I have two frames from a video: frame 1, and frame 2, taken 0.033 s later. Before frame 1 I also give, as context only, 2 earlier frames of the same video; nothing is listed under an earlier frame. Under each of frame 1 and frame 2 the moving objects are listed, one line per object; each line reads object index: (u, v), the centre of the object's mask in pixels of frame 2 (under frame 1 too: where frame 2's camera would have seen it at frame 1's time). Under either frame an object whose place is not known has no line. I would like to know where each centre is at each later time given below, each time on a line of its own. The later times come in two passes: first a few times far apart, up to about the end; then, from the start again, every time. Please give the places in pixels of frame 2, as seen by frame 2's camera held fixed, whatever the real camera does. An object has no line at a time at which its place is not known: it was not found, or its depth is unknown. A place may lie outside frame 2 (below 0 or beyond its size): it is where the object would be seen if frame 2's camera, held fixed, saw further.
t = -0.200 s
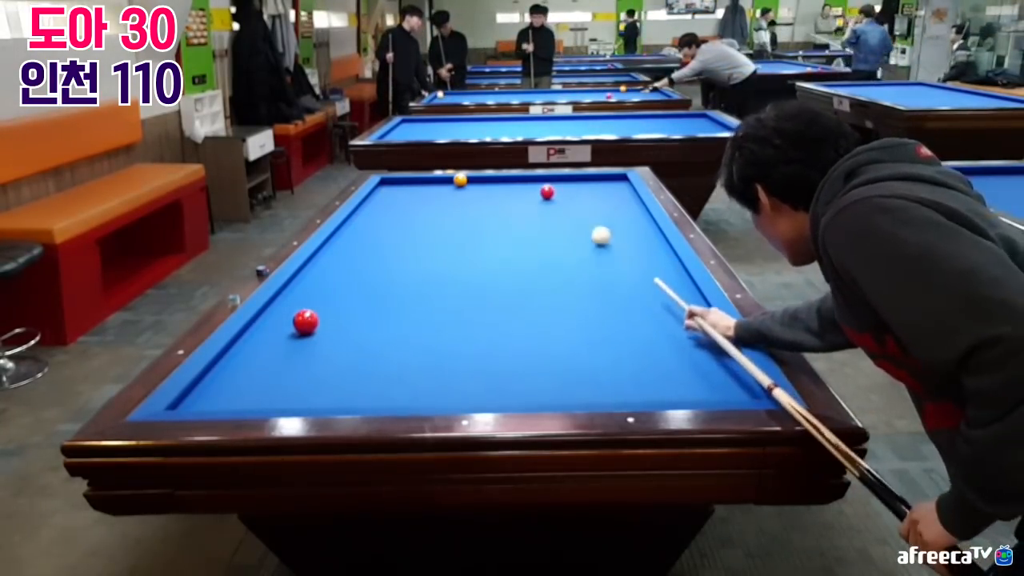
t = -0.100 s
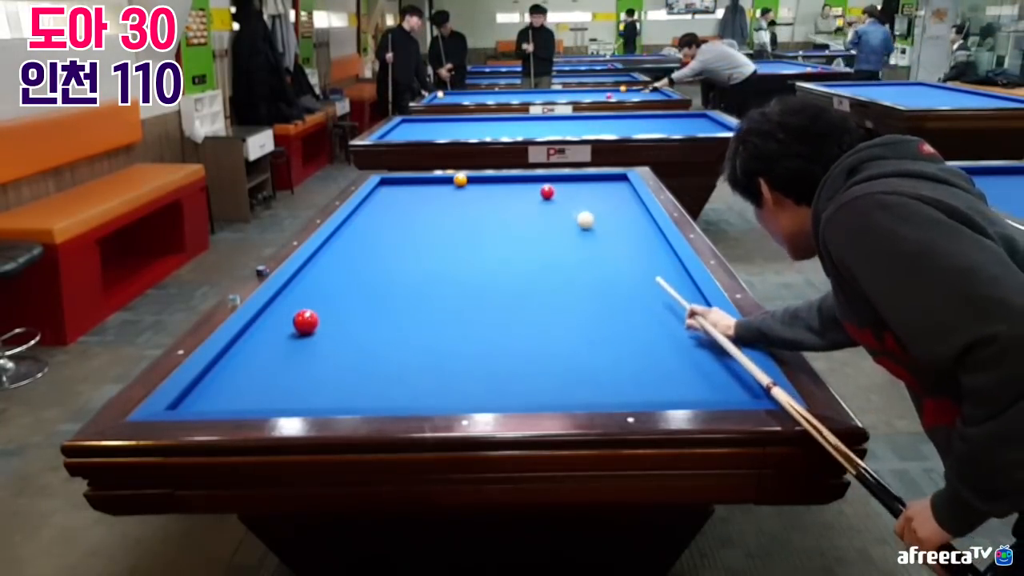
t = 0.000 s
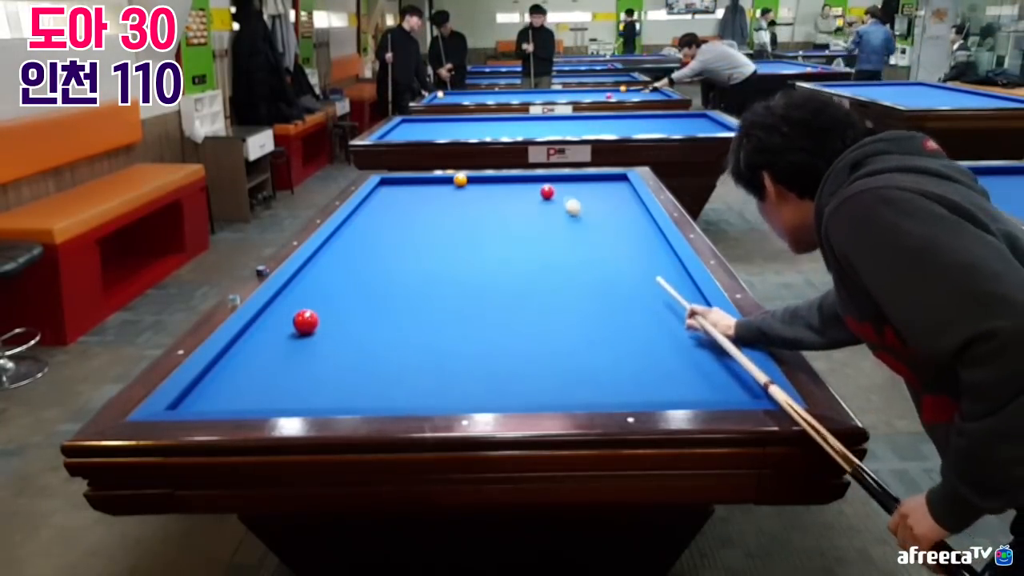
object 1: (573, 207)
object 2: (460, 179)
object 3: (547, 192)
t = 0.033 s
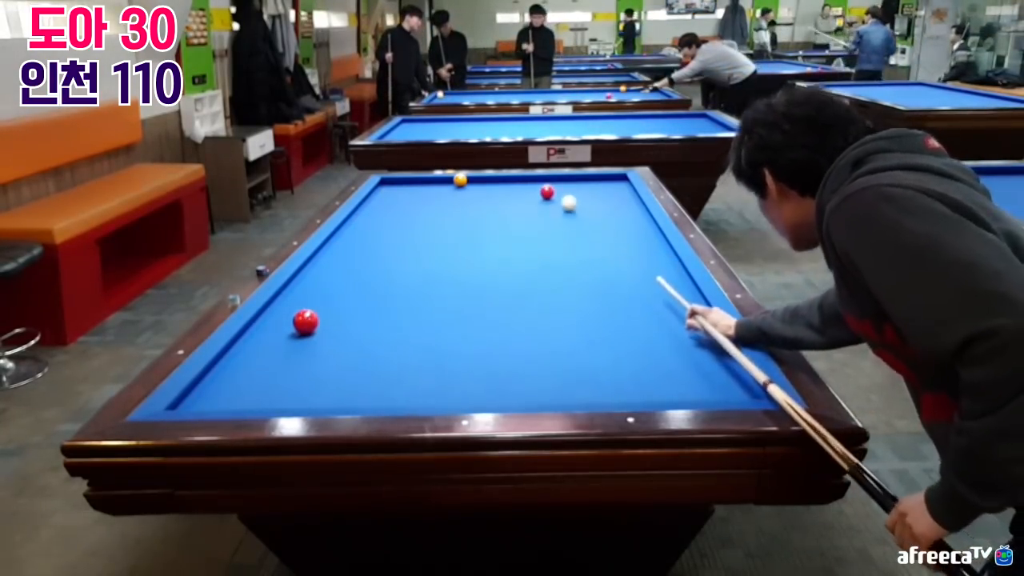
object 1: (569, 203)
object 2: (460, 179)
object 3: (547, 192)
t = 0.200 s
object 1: (573, 188)
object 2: (460, 179)
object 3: (526, 189)
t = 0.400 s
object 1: (595, 176)
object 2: (460, 179)
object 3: (485, 183)
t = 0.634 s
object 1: (620, 186)
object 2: (439, 178)
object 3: (470, 180)
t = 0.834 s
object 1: (624, 193)
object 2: (420, 181)
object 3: (467, 179)
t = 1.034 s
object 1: (618, 200)
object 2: (402, 183)
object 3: (465, 180)
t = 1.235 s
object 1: (610, 209)
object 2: (383, 186)
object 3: (462, 181)
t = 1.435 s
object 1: (602, 218)
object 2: (391, 187)
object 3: (460, 183)
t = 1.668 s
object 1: (592, 230)
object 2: (402, 190)
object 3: (458, 184)
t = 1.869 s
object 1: (583, 241)
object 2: (411, 191)
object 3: (456, 185)
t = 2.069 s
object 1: (573, 252)
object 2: (421, 193)
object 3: (454, 186)
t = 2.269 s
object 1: (562, 265)
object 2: (429, 195)
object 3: (452, 186)
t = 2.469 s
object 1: (551, 278)
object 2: (438, 197)
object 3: (451, 187)
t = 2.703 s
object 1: (534, 298)
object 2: (449, 199)
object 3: (449, 186)
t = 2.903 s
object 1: (519, 315)
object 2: (458, 200)
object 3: (447, 189)
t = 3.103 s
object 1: (502, 335)
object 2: (467, 202)
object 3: (446, 190)
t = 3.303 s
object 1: (485, 356)
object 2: (476, 204)
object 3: (445, 190)
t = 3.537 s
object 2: (486, 206)
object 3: (443, 191)
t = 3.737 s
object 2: (495, 207)
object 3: (443, 191)
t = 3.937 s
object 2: (503, 209)
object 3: (442, 192)
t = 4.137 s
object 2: (512, 210)
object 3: (442, 192)
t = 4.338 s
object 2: (520, 212)
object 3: (442, 192)
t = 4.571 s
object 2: (530, 214)
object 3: (442, 192)
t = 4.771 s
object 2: (538, 215)
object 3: (442, 192)
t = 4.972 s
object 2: (545, 216)
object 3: (442, 192)
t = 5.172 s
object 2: (552, 217)
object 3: (442, 192)
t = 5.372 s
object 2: (560, 219)
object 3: (442, 192)
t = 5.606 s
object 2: (569, 221)
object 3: (442, 192)
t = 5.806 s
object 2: (575, 222)
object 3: (442, 192)
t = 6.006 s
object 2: (582, 223)
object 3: (442, 192)
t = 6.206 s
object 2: (588, 224)
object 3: (442, 192)
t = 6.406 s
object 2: (594, 225)
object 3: (442, 192)
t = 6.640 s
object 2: (600, 226)
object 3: (442, 192)
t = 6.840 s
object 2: (606, 228)
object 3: (442, 192)
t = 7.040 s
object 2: (610, 228)
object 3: (442, 192)
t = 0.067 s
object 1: (564, 199)
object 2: (460, 179)
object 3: (547, 192)
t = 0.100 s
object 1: (562, 196)
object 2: (460, 179)
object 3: (546, 192)
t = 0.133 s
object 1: (561, 193)
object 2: (460, 179)
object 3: (544, 191)
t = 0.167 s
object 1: (568, 189)
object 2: (460, 179)
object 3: (534, 190)
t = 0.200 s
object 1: (573, 188)
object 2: (460, 179)
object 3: (526, 189)
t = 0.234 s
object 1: (578, 186)
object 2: (460, 179)
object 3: (517, 188)
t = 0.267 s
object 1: (583, 183)
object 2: (460, 179)
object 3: (509, 186)
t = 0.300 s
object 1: (585, 182)
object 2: (460, 179)
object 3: (504, 186)
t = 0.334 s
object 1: (589, 180)
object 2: (460, 179)
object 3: (497, 185)
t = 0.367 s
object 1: (592, 178)
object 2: (460, 179)
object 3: (490, 184)
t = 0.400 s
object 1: (595, 176)
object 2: (460, 179)
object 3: (485, 183)
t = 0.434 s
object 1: (598, 177)
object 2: (460, 179)
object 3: (481, 182)
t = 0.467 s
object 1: (602, 179)
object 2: (459, 179)
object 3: (474, 182)
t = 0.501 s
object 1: (605, 180)
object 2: (457, 179)
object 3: (472, 181)
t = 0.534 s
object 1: (609, 182)
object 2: (452, 178)
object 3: (472, 180)
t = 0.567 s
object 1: (612, 183)
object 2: (448, 178)
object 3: (472, 180)
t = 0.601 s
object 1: (615, 184)
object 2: (443, 178)
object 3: (471, 180)
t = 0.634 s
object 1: (620, 186)
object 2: (439, 178)
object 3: (470, 180)
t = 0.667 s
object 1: (623, 187)
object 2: (436, 179)
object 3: (469, 180)
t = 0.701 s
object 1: (626, 188)
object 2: (434, 179)
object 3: (469, 179)
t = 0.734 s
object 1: (627, 189)
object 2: (430, 180)
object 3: (468, 179)
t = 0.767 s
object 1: (626, 191)
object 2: (426, 180)
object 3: (467, 179)
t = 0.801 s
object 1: (625, 192)
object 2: (424, 181)
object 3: (467, 179)
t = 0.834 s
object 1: (624, 193)
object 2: (420, 181)
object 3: (467, 179)
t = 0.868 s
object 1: (623, 194)
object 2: (416, 181)
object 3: (467, 180)
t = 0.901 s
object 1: (622, 195)
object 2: (414, 182)
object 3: (466, 180)
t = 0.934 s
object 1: (621, 197)
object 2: (410, 182)
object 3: (466, 179)
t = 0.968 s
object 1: (619, 198)
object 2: (407, 182)
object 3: (466, 180)
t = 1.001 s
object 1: (619, 199)
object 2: (404, 183)
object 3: (465, 180)
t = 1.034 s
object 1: (618, 200)
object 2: (402, 183)
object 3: (465, 180)
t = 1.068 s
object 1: (616, 202)
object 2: (398, 183)
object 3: (464, 180)
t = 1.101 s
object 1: (615, 203)
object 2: (395, 184)
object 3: (464, 181)
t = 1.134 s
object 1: (614, 205)
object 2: (391, 184)
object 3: (464, 181)
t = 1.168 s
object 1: (612, 206)
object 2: (388, 185)
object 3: (463, 181)
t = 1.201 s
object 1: (611, 208)
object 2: (385, 185)
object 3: (463, 181)
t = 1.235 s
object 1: (610, 209)
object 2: (383, 186)
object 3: (462, 181)
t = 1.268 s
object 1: (608, 211)
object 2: (383, 186)
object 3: (462, 182)
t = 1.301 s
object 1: (608, 211)
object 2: (384, 186)
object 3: (462, 182)
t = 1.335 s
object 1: (605, 214)
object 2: (387, 186)
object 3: (461, 182)
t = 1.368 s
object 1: (604, 215)
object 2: (388, 187)
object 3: (461, 182)
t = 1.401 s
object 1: (604, 216)
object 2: (389, 187)
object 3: (461, 182)
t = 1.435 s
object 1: (602, 218)
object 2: (391, 187)
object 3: (460, 183)
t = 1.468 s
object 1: (601, 219)
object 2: (392, 187)
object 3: (460, 183)
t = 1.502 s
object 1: (599, 221)
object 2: (394, 188)
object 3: (460, 183)
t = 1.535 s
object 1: (598, 223)
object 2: (395, 188)
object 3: (459, 183)
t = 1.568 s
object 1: (597, 224)
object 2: (397, 188)
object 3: (459, 183)
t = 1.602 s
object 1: (596, 226)
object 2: (398, 189)
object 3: (458, 183)
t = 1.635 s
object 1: (594, 228)
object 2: (400, 189)
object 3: (458, 184)
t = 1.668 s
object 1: (592, 230)
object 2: (402, 190)
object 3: (458, 184)
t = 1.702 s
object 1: (591, 231)
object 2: (403, 190)
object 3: (457, 184)
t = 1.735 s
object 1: (589, 233)
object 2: (405, 190)
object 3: (457, 184)
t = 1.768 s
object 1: (588, 235)
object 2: (406, 190)
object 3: (457, 184)
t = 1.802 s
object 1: (586, 237)
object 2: (408, 191)
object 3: (456, 184)
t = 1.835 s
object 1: (585, 238)
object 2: (409, 191)
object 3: (456, 185)
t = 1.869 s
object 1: (583, 241)
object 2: (411, 191)
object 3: (456, 185)
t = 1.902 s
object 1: (581, 242)
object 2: (413, 191)
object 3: (455, 185)
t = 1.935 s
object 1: (580, 244)
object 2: (414, 192)
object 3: (455, 185)
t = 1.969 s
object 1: (578, 246)
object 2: (416, 192)
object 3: (455, 185)
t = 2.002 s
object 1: (577, 247)
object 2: (417, 192)
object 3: (454, 185)
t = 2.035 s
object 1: (575, 250)
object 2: (419, 193)
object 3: (454, 186)
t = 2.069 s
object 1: (573, 252)
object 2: (421, 193)
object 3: (454, 186)
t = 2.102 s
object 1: (571, 254)
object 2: (422, 193)
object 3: (453, 186)
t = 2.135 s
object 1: (570, 255)
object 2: (423, 193)
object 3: (453, 186)
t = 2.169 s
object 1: (568, 258)
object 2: (425, 194)
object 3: (453, 186)
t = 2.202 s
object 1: (566, 261)
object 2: (427, 194)
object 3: (453, 186)
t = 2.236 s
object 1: (564, 262)
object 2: (428, 194)
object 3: (452, 186)
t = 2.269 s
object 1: (562, 265)
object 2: (429, 195)
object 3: (452, 186)
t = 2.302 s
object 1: (560, 267)
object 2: (431, 195)
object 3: (452, 187)
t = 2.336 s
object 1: (558, 269)
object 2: (432, 195)
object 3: (451, 187)
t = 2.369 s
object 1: (556, 272)
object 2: (434, 196)
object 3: (451, 187)
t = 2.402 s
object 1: (554, 274)
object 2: (436, 196)
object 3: (451, 187)
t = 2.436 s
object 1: (552, 276)
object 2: (437, 196)
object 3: (451, 187)
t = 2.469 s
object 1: (551, 278)
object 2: (438, 197)
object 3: (451, 187)
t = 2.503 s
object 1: (548, 281)
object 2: (440, 197)
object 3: (451, 187)
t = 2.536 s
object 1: (546, 284)
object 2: (441, 198)
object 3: (451, 187)
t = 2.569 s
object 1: (543, 287)
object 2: (443, 198)
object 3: (450, 187)
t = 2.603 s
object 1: (542, 288)
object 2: (444, 198)
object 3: (450, 186)
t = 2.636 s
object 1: (539, 291)
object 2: (446, 199)
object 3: (450, 186)
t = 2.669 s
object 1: (537, 294)
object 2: (447, 199)
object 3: (449, 186)
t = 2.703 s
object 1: (534, 298)
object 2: (449, 199)
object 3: (449, 186)
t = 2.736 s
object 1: (532, 300)
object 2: (450, 199)
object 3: (448, 187)
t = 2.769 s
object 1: (530, 303)
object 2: (452, 200)
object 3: (448, 187)
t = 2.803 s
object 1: (527, 306)
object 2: (454, 200)
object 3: (447, 188)
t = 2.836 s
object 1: (525, 309)
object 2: (455, 200)
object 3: (447, 188)
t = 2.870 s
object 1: (522, 312)
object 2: (457, 200)
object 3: (447, 189)
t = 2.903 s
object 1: (519, 315)
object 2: (458, 200)
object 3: (447, 189)
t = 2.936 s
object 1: (517, 317)
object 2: (459, 200)
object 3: (447, 189)
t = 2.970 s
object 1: (514, 321)
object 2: (461, 201)
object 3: (447, 189)
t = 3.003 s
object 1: (511, 325)
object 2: (463, 201)
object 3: (446, 190)
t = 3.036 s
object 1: (509, 327)
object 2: (464, 201)
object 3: (446, 190)
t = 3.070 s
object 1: (506, 331)
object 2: (466, 202)
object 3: (446, 190)
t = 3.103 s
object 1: (502, 335)
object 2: (467, 202)
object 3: (446, 190)
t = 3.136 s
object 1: (500, 337)
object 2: (469, 202)
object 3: (446, 190)
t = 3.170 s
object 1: (498, 340)
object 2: (470, 202)
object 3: (445, 190)
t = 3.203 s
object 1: (494, 344)
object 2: (471, 203)
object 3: (445, 190)
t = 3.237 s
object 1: (489, 350)
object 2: (473, 203)
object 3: (445, 190)
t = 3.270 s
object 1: (487, 352)
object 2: (475, 203)
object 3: (445, 190)
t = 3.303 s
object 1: (485, 356)
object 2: (476, 204)
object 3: (445, 190)
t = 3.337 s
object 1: (481, 360)
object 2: (477, 204)
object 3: (444, 190)
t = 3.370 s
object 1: (477, 364)
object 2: (479, 204)
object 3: (444, 191)
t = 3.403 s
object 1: (473, 369)
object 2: (481, 205)
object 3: (444, 191)
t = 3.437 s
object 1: (470, 372)
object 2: (482, 205)
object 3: (444, 191)
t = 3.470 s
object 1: (466, 377)
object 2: (483, 205)
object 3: (444, 191)
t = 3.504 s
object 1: (461, 382)
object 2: (485, 205)
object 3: (443, 191)
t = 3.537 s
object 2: (486, 206)
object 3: (443, 191)
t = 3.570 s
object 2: (488, 206)
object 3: (443, 191)
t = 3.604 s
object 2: (489, 206)
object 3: (443, 191)
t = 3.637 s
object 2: (491, 206)
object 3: (443, 191)
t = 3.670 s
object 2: (492, 207)
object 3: (443, 191)
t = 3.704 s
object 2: (493, 207)
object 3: (443, 191)
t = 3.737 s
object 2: (495, 207)
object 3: (443, 191)
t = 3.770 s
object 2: (497, 207)
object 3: (442, 191)
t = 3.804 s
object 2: (498, 208)
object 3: (442, 191)
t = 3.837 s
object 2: (500, 208)
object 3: (442, 191)
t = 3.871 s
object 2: (501, 208)
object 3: (442, 191)
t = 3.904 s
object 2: (502, 209)
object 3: (442, 191)
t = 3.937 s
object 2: (503, 209)
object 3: (442, 192)
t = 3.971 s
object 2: (505, 209)
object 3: (442, 192)
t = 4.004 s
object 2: (506, 209)
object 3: (442, 191)
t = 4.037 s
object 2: (507, 209)
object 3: (442, 192)
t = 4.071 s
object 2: (509, 210)
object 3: (442, 192)
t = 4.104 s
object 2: (510, 210)
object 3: (442, 192)
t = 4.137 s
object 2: (512, 210)
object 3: (442, 192)
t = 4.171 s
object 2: (513, 211)
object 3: (442, 192)
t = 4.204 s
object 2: (515, 211)
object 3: (442, 192)
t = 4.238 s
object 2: (516, 211)
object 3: (442, 192)
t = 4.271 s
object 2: (517, 211)
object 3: (442, 192)
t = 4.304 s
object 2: (519, 212)
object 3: (442, 192)
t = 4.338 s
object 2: (520, 212)
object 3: (442, 192)
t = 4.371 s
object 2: (521, 212)
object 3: (442, 192)
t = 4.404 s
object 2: (523, 212)
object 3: (442, 192)
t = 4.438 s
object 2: (525, 213)
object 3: (442, 192)
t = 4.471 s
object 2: (526, 213)
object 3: (442, 192)
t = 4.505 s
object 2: (527, 213)
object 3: (442, 192)
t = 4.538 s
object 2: (529, 213)
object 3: (442, 192)
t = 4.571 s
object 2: (530, 214)
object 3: (442, 192)
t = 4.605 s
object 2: (531, 214)
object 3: (442, 192)
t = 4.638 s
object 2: (533, 214)
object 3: (442, 192)
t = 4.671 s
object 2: (534, 214)
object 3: (442, 192)
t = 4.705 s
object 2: (535, 215)
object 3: (442, 192)
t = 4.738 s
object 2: (537, 215)
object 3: (442, 192)
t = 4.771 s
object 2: (538, 215)
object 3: (442, 192)
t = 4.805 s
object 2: (539, 215)
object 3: (442, 192)
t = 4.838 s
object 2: (541, 216)
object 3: (442, 192)
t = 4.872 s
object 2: (541, 216)
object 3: (442, 192)
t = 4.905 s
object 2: (542, 216)
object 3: (442, 192)
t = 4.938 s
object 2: (544, 216)
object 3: (442, 192)
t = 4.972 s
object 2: (545, 216)
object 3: (442, 192)
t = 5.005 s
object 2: (547, 217)
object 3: (442, 192)
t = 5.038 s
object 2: (547, 217)
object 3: (442, 192)
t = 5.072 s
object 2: (549, 217)
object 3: (442, 192)
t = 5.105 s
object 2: (550, 217)
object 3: (442, 192)
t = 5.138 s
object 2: (551, 217)
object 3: (442, 192)
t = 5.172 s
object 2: (552, 217)
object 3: (442, 192)
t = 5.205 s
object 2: (553, 218)
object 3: (442, 192)
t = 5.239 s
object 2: (555, 218)
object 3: (442, 192)
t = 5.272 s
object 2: (556, 218)
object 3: (442, 192)
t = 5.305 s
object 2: (557, 219)
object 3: (442, 192)
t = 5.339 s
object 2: (559, 219)
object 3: (442, 192)
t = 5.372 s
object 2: (560, 219)
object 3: (442, 192)
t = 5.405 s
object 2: (561, 219)
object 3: (442, 192)
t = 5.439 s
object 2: (563, 220)
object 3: (442, 192)
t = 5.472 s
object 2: (564, 220)
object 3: (442, 192)
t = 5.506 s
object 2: (565, 220)
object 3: (442, 192)
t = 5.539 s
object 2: (566, 220)
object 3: (442, 192)
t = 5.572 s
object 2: (567, 220)
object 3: (442, 192)
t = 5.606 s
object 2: (569, 221)
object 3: (442, 192)
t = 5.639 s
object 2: (570, 221)
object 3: (442, 192)
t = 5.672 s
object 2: (571, 221)
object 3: (442, 192)
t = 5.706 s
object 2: (572, 221)
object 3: (442, 192)
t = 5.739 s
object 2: (572, 221)
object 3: (442, 192)
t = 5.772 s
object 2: (574, 222)
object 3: (442, 192)
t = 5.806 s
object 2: (575, 222)
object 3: (442, 192)
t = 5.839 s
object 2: (576, 222)
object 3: (442, 192)
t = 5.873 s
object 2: (578, 222)
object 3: (442, 192)
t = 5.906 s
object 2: (579, 222)
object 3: (442, 192)
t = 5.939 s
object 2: (580, 223)
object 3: (442, 192)
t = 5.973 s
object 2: (581, 223)
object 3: (442, 192)
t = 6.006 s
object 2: (582, 223)
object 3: (442, 192)
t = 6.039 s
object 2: (583, 223)
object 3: (442, 192)
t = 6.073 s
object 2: (584, 223)
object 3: (442, 192)
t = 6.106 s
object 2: (585, 224)
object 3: (442, 192)
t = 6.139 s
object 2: (586, 224)
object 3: (442, 192)
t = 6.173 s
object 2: (587, 224)
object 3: (442, 192)
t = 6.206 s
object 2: (588, 224)
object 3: (442, 192)
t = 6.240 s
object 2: (589, 224)
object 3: (442, 192)
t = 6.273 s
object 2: (589, 224)
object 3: (442, 192)
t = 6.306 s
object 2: (591, 224)
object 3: (442, 192)
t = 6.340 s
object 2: (592, 225)
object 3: (442, 192)
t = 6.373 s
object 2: (593, 225)
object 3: (442, 192)
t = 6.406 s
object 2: (594, 225)
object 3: (442, 192)
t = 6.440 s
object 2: (595, 225)
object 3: (442, 192)
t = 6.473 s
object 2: (596, 226)
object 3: (442, 192)
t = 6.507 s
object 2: (596, 226)
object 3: (442, 192)
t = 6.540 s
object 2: (597, 226)
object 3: (442, 192)
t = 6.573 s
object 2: (598, 226)
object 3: (442, 192)
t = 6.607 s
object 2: (599, 226)
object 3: (442, 192)
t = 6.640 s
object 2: (600, 226)
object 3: (442, 192)
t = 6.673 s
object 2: (601, 227)
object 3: (442, 192)
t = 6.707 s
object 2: (602, 227)
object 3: (442, 192)
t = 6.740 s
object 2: (603, 227)
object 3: (442, 192)
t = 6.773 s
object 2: (604, 227)
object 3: (442, 192)
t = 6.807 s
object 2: (605, 227)
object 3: (442, 192)
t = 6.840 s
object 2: (606, 228)
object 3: (442, 192)
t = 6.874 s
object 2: (606, 228)
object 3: (442, 192)
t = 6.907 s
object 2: (607, 228)
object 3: (442, 192)
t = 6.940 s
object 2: (608, 228)
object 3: (442, 192)
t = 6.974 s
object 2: (609, 228)
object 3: (442, 192)
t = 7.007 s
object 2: (610, 228)
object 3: (442, 192)
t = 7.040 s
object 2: (610, 228)
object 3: (442, 192)
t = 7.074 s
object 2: (611, 229)
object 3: (442, 192)
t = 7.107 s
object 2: (612, 229)
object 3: (442, 192)
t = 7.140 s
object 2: (612, 229)
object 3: (442, 192)
